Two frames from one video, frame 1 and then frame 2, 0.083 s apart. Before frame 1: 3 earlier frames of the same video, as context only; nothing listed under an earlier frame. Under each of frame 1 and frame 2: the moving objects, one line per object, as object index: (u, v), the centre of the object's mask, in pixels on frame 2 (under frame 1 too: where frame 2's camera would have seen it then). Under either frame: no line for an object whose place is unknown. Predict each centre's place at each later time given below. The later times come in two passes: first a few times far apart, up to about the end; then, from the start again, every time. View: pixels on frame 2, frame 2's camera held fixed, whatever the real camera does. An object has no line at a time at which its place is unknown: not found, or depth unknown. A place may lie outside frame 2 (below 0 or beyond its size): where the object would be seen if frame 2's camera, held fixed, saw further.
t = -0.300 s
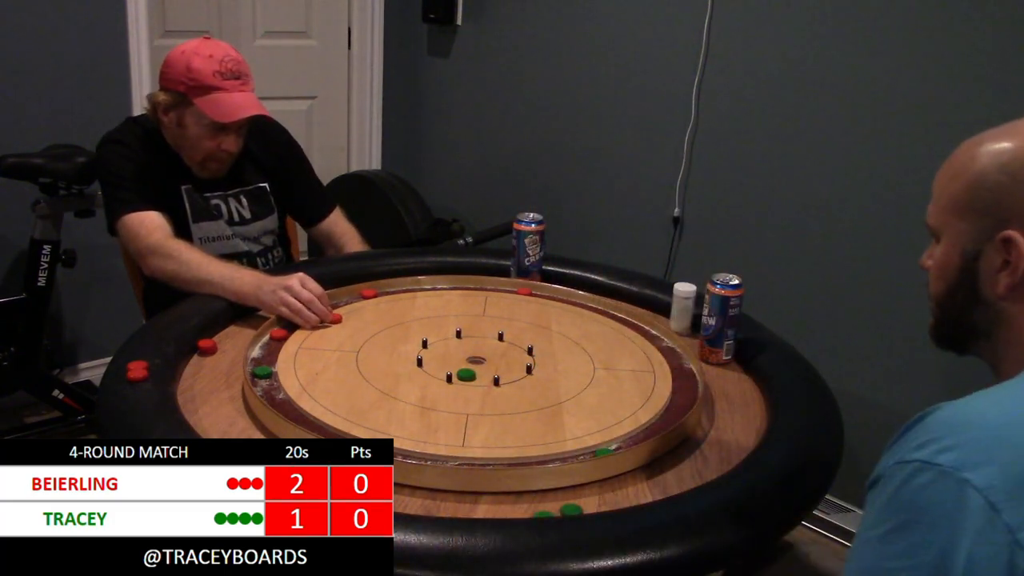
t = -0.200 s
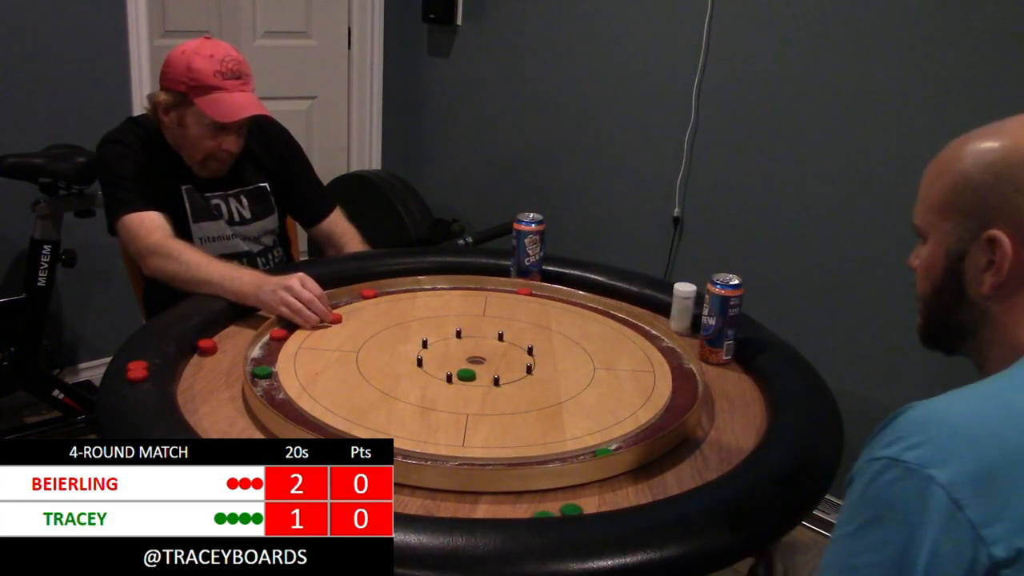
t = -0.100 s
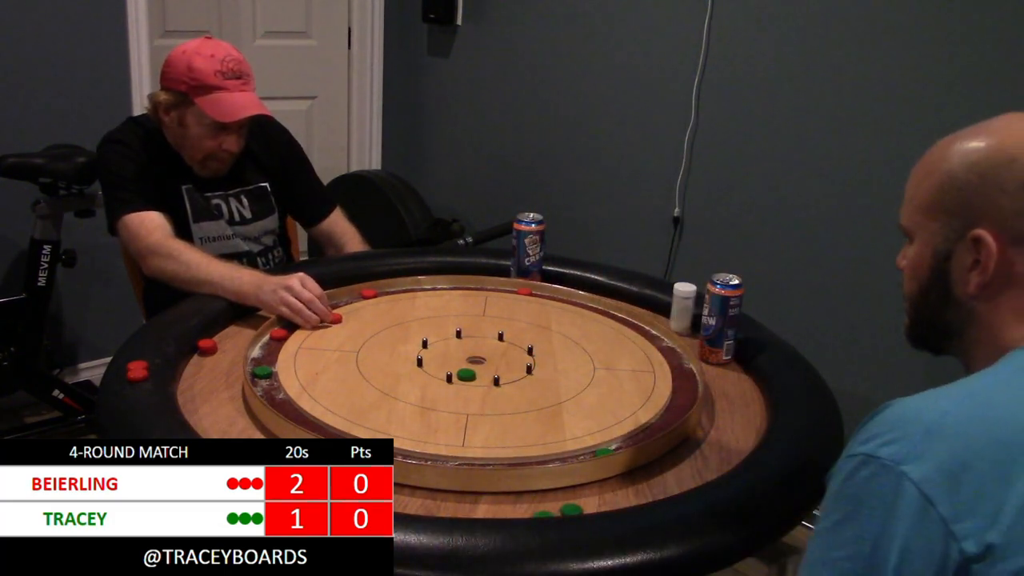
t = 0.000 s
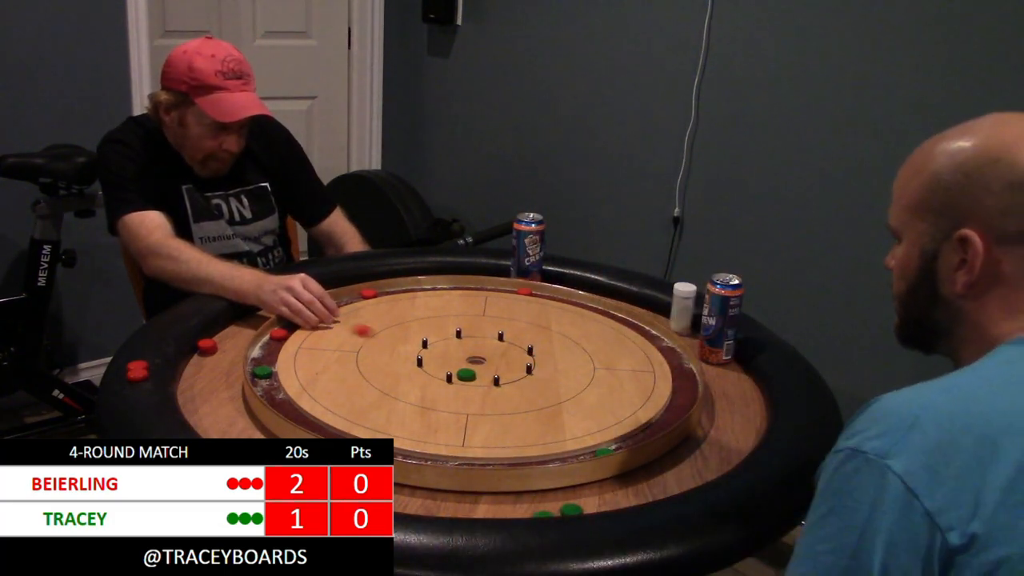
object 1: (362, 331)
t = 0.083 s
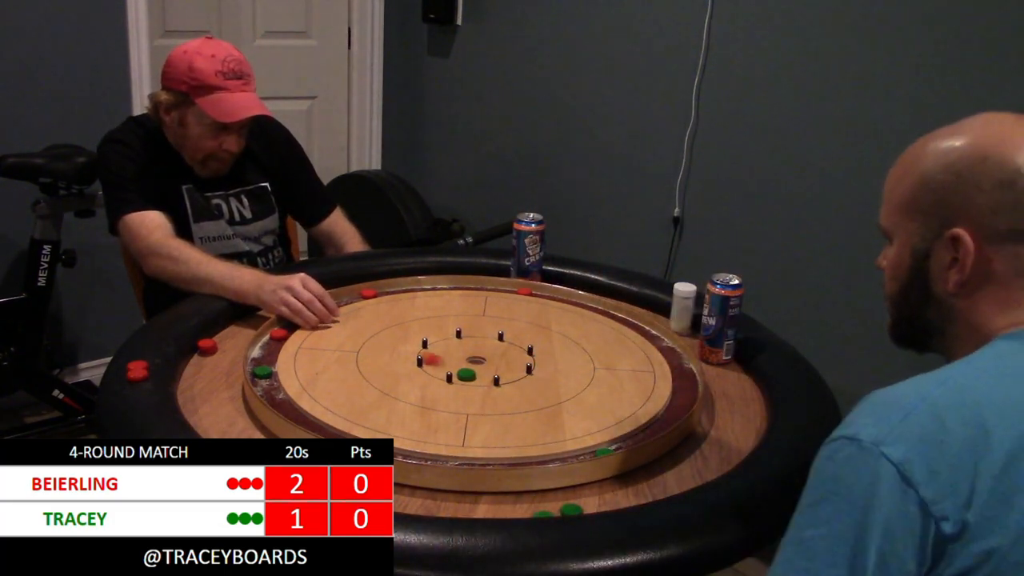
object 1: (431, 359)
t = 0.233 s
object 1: (460, 372)
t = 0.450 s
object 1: (461, 372)
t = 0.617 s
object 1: (461, 372)
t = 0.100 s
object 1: (444, 365)
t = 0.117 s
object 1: (453, 368)
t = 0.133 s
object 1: (455, 369)
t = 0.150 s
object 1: (457, 369)
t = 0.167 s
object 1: (457, 370)
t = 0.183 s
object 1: (458, 371)
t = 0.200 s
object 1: (459, 371)
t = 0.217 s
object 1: (459, 371)
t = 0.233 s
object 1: (460, 372)
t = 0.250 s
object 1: (460, 372)
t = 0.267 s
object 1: (460, 372)
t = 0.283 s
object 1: (461, 372)
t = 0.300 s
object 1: (461, 372)
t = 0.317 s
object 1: (461, 372)
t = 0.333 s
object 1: (461, 372)
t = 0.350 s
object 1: (461, 372)
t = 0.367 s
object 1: (461, 372)
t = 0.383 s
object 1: (461, 372)
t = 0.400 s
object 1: (461, 372)
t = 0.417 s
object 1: (461, 372)
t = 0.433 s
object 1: (461, 372)
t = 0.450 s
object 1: (461, 372)
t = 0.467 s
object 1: (461, 372)
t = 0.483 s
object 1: (461, 372)
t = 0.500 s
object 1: (461, 372)
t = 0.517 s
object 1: (461, 372)
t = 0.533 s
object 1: (461, 372)
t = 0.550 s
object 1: (461, 372)
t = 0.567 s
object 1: (461, 372)
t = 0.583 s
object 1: (461, 372)
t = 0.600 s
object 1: (461, 372)
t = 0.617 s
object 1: (461, 372)
